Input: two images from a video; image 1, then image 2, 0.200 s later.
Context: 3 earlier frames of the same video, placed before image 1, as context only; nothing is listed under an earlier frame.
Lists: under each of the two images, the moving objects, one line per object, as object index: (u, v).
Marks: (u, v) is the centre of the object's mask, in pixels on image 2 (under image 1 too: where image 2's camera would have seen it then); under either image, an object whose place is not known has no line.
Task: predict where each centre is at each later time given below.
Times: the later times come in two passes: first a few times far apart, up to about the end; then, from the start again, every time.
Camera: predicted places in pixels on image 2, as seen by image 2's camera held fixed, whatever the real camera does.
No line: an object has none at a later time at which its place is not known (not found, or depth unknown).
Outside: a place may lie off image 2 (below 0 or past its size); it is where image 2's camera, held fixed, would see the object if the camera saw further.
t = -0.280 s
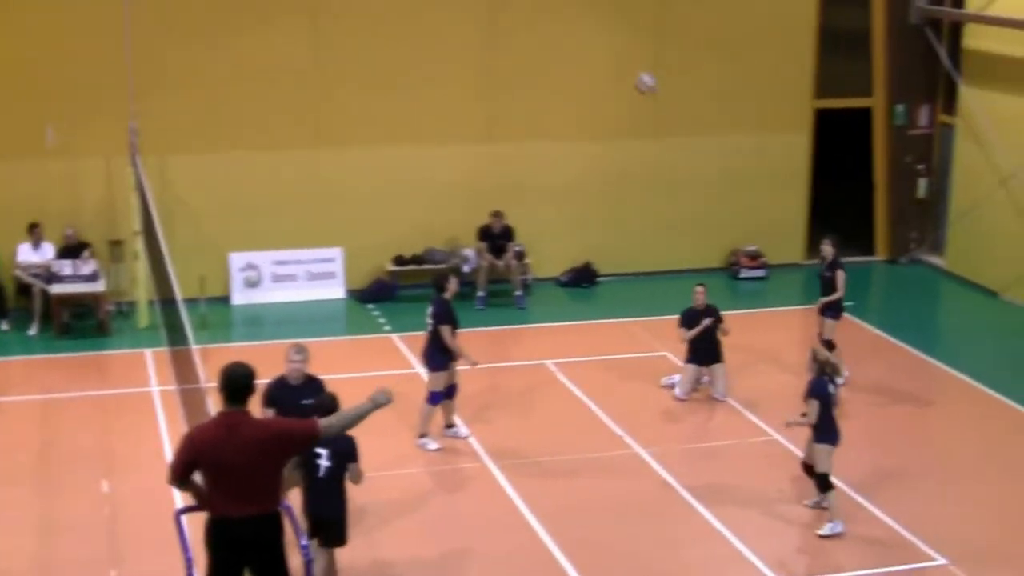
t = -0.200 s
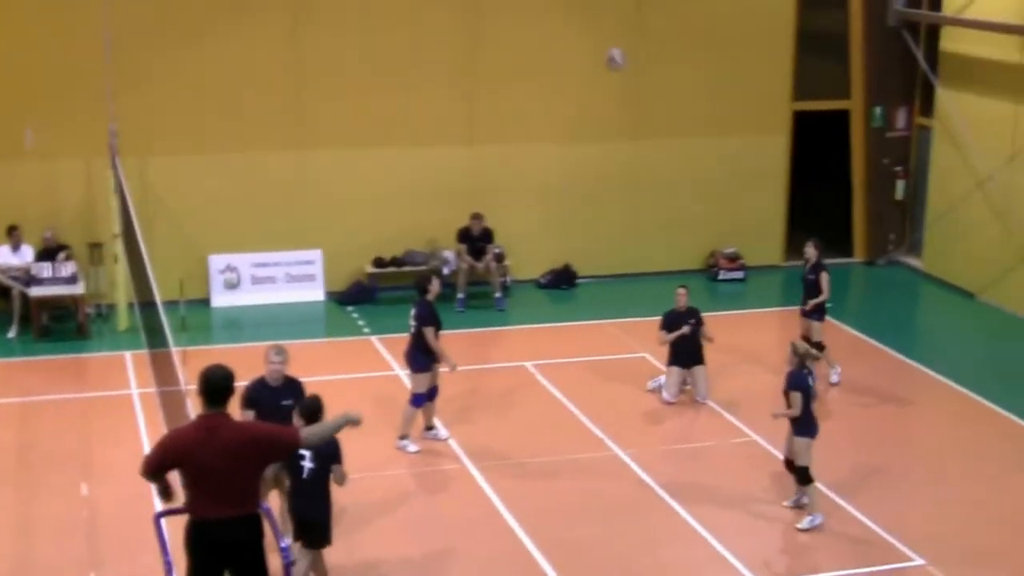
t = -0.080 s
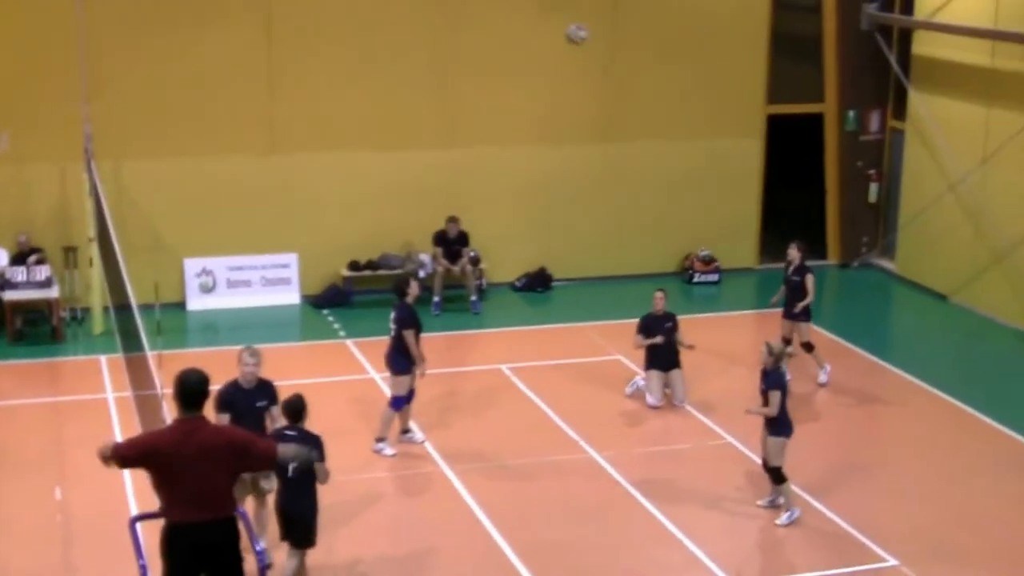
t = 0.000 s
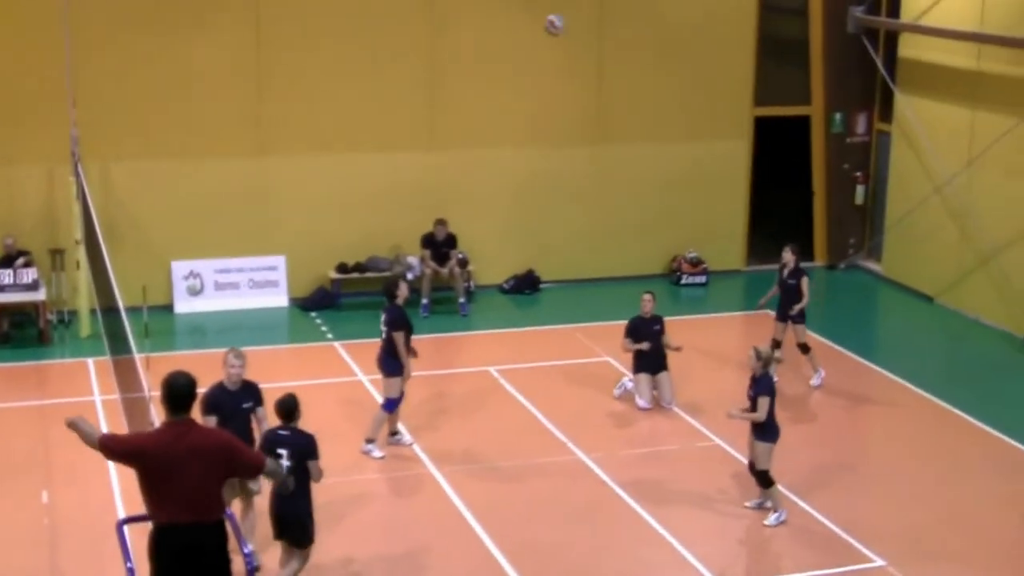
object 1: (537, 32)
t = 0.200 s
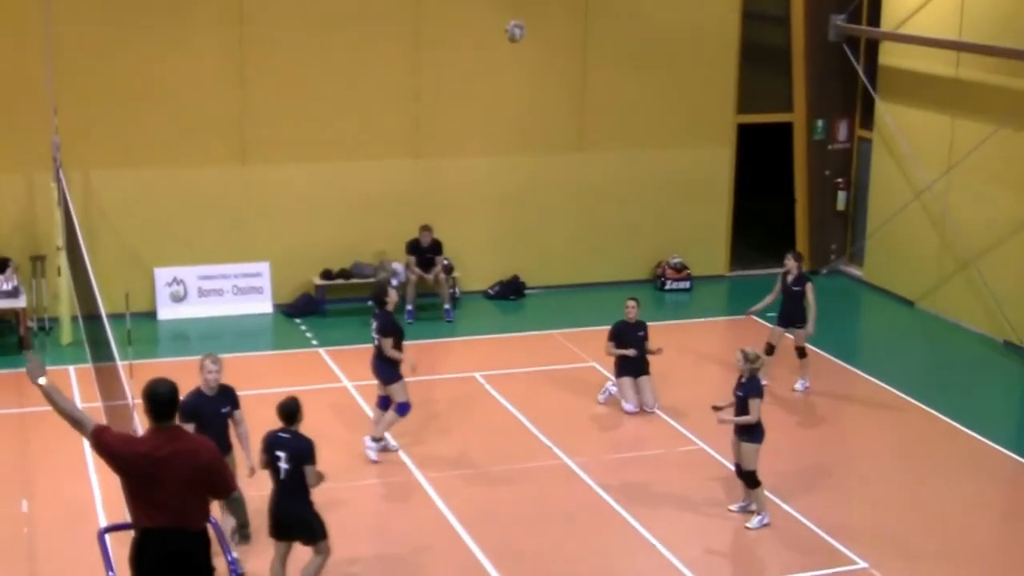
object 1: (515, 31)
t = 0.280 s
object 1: (505, 42)
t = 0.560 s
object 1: (471, 130)
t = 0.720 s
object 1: (449, 212)
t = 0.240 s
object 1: (511, 35)
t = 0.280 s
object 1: (505, 42)
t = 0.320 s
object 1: (501, 49)
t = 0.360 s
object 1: (496, 59)
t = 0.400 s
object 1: (491, 69)
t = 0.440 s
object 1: (485, 82)
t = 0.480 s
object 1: (481, 97)
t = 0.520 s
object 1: (476, 112)
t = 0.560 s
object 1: (471, 130)
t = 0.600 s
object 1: (465, 147)
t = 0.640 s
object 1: (459, 168)
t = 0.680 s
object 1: (454, 191)
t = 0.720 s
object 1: (449, 212)
